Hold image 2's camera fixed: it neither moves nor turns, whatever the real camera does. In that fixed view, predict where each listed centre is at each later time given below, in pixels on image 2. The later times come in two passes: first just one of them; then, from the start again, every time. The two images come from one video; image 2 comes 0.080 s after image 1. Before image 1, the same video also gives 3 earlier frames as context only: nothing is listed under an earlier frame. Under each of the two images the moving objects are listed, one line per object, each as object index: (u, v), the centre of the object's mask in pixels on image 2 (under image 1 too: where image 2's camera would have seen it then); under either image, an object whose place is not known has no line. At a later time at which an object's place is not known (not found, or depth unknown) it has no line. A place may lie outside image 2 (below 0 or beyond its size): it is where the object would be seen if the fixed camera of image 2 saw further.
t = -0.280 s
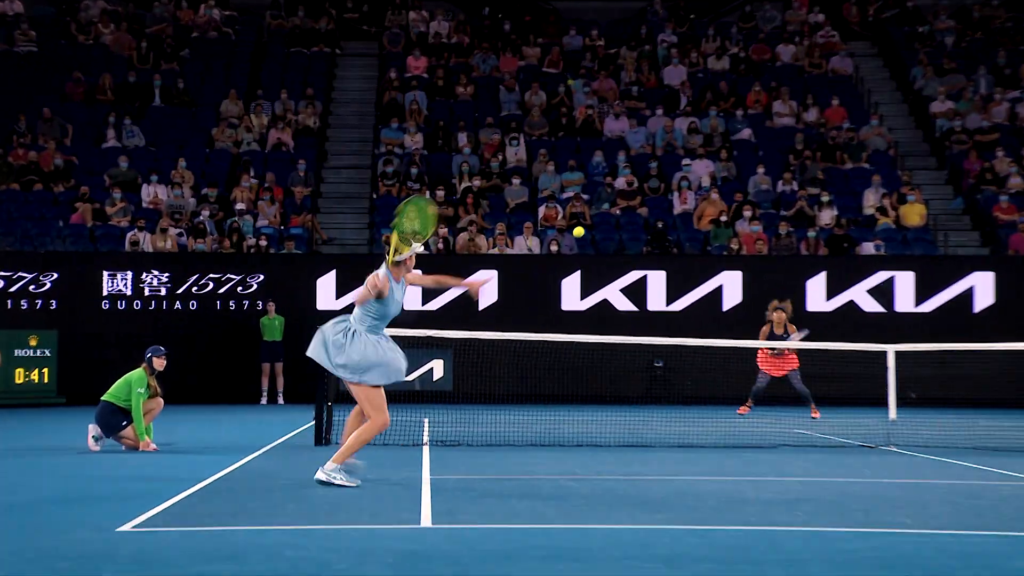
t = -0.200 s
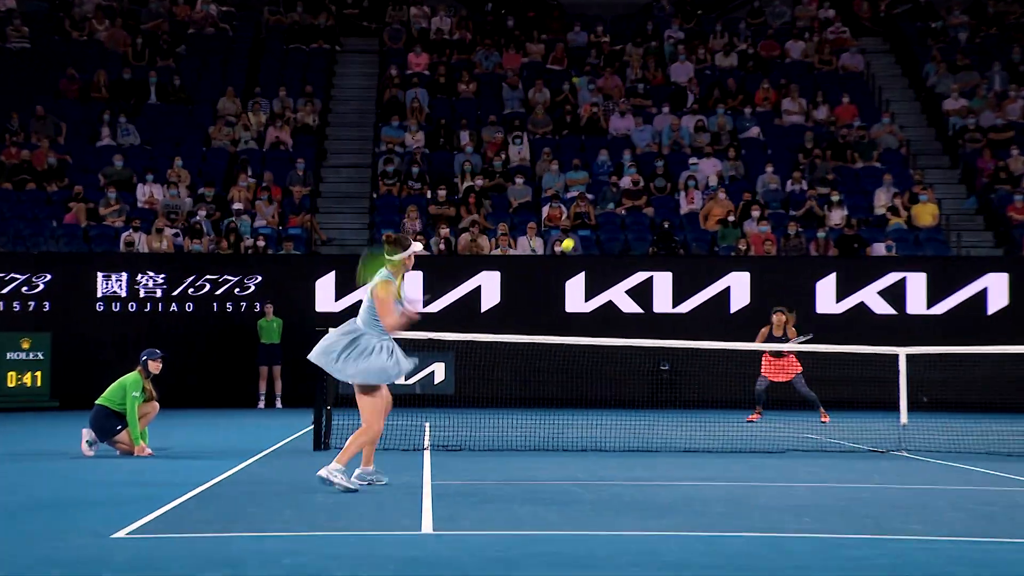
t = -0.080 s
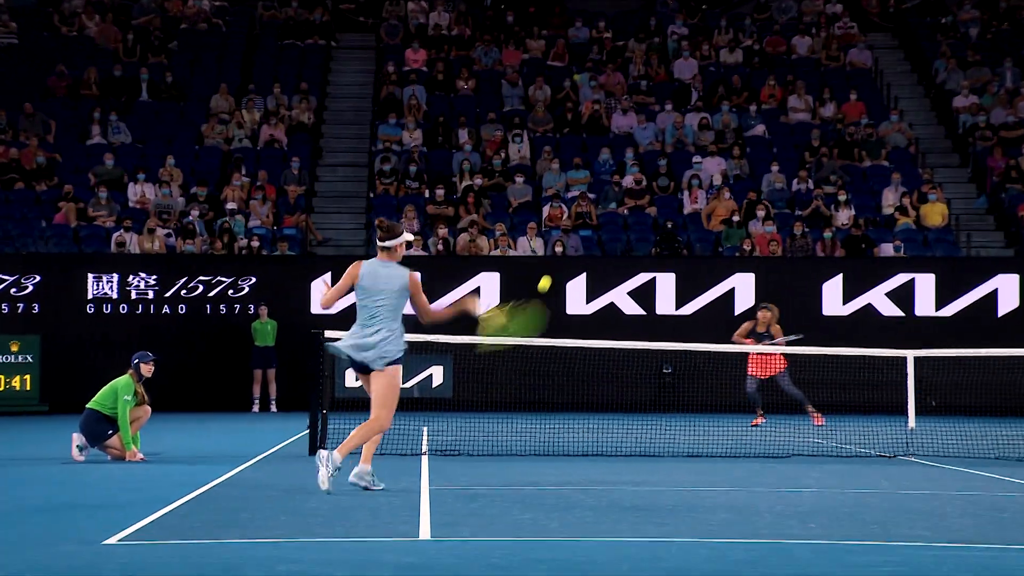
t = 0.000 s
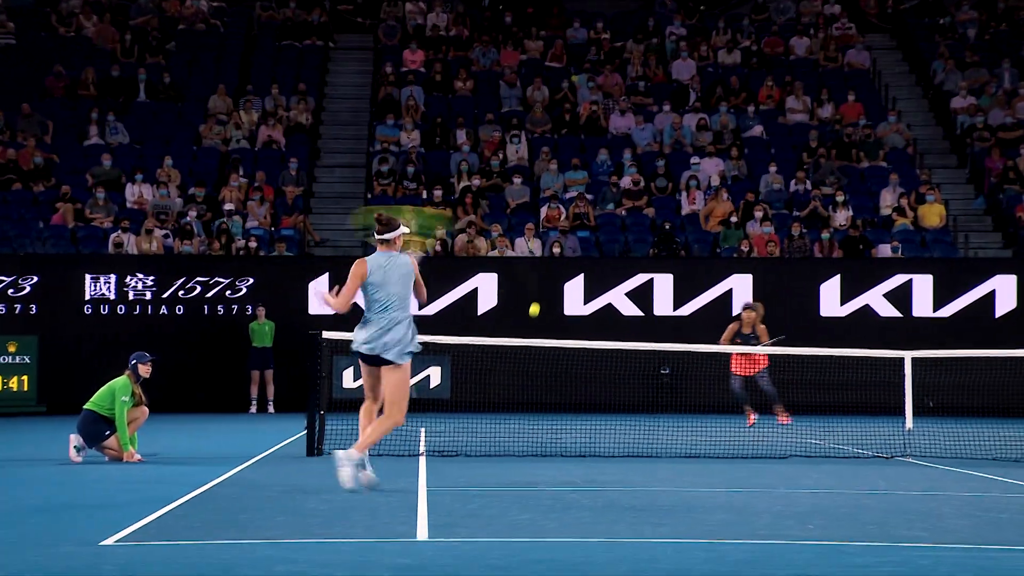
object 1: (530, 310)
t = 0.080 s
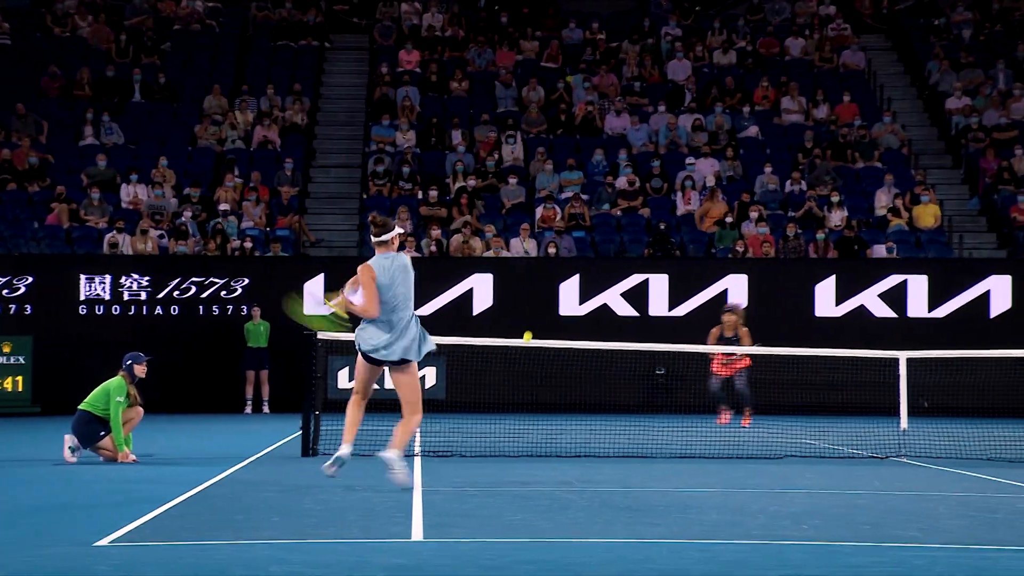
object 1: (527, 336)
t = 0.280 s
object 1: (512, 364)
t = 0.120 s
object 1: (527, 354)
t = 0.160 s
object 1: (523, 354)
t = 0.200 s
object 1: (519, 356)
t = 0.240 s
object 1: (515, 359)
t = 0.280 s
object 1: (512, 364)
